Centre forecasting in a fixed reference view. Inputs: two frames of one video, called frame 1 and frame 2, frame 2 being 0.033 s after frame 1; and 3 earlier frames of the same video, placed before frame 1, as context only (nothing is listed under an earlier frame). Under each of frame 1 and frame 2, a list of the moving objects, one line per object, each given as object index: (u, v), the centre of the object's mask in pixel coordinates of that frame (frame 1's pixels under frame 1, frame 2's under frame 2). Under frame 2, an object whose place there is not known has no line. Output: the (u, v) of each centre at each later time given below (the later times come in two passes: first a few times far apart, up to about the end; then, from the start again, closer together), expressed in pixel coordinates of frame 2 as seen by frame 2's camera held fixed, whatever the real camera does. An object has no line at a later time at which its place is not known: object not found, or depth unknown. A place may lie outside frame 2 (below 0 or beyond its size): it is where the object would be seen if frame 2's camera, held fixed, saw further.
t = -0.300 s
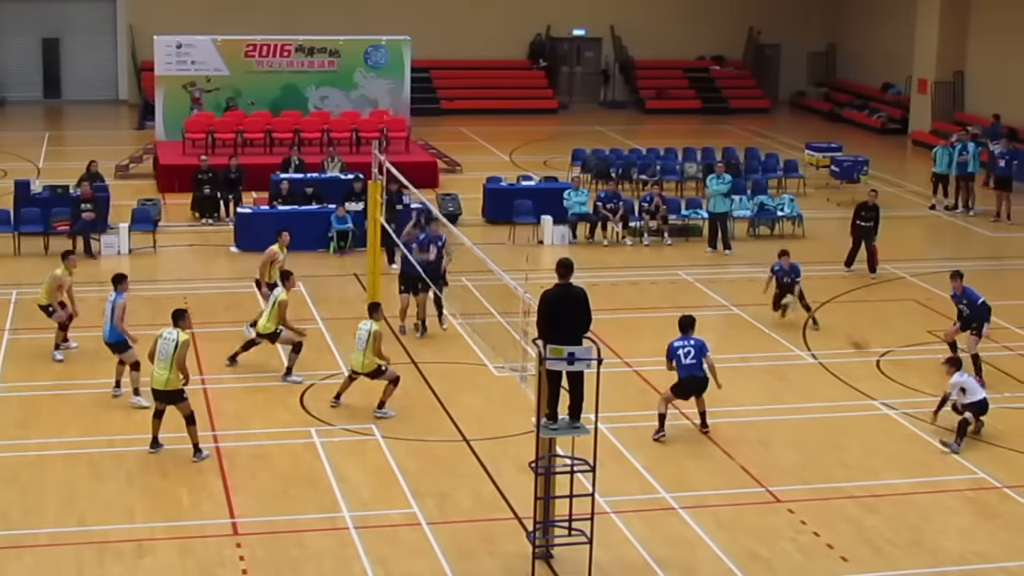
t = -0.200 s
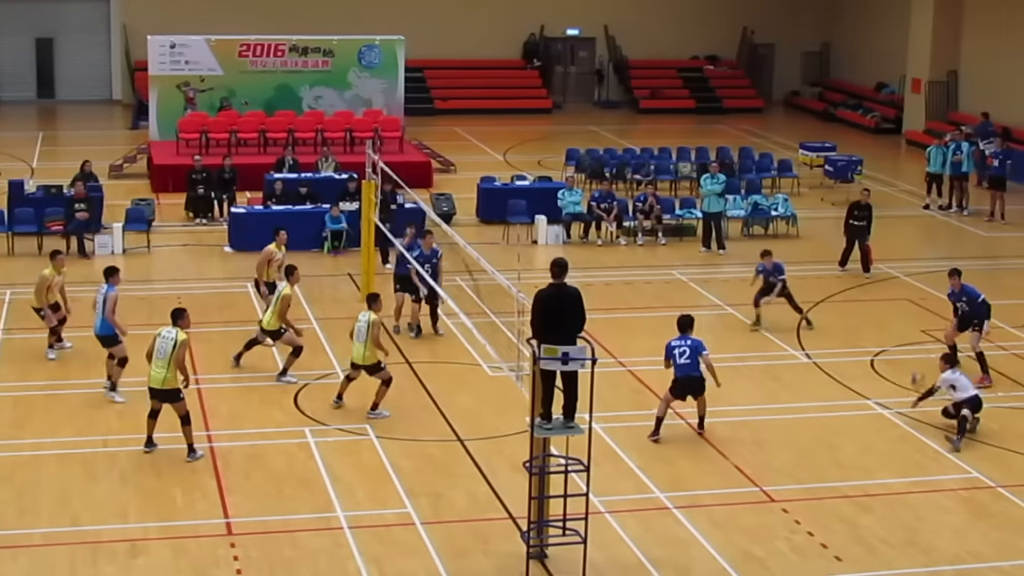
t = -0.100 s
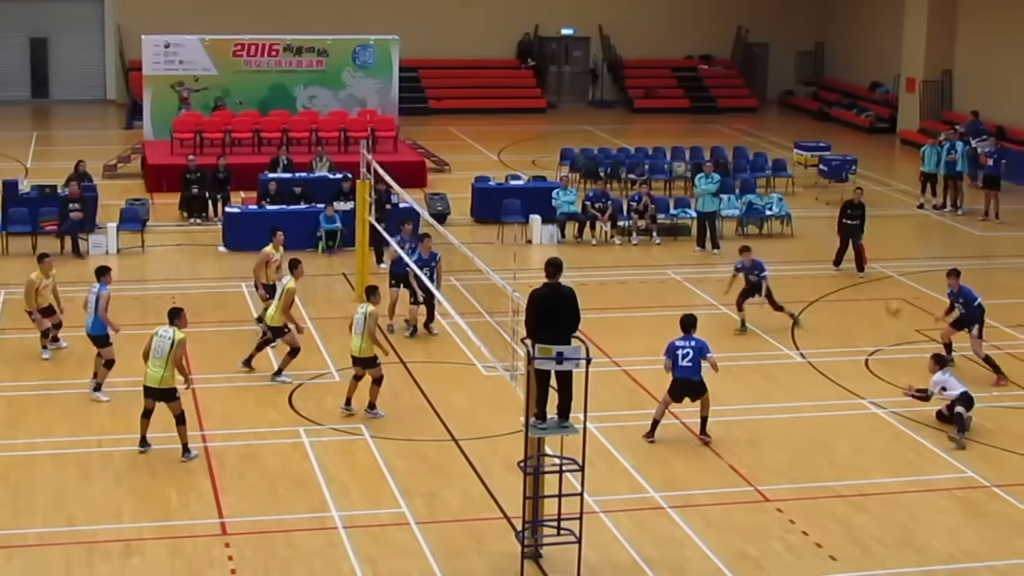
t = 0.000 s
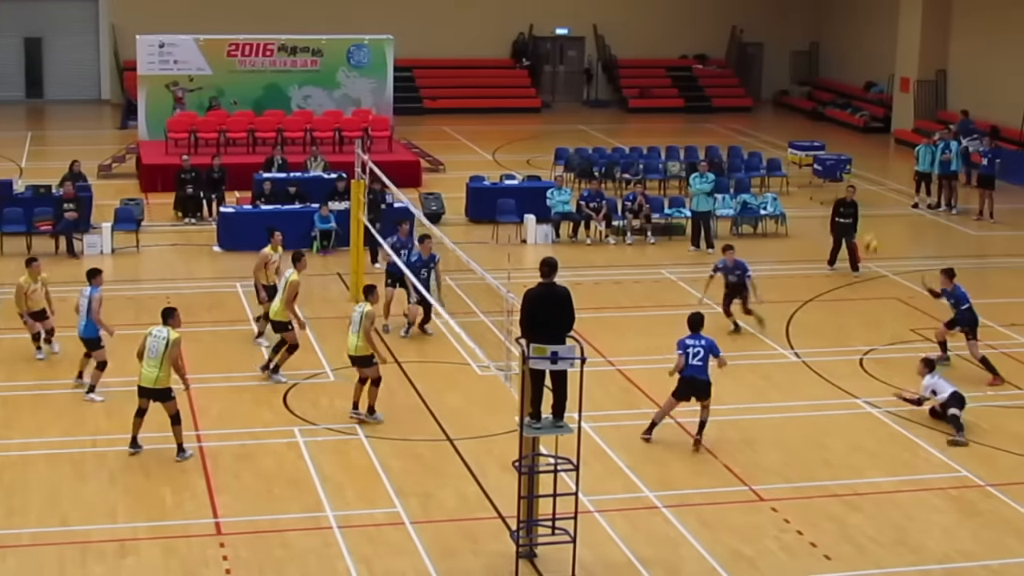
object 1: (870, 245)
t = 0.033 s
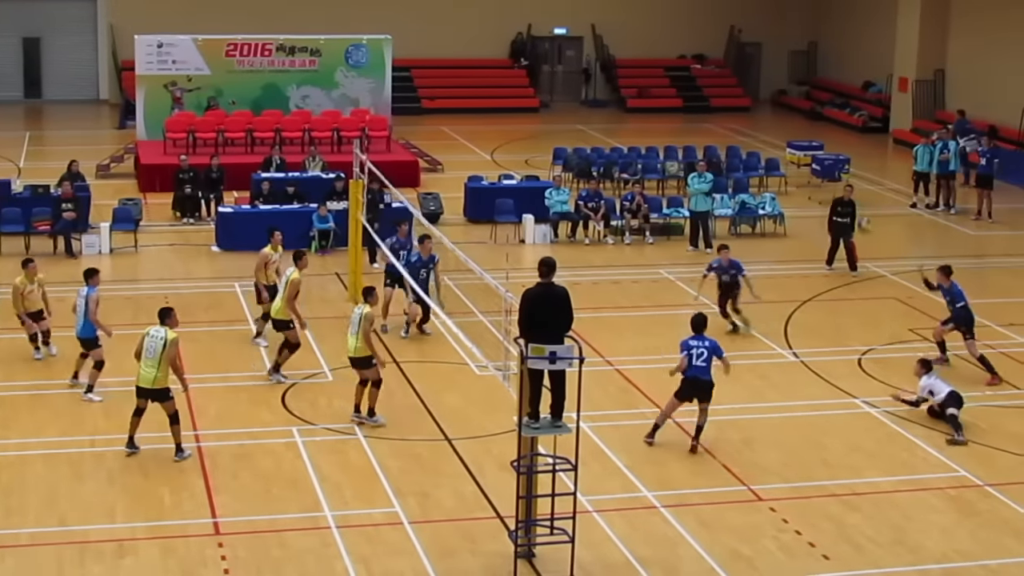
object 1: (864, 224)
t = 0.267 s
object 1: (823, 113)
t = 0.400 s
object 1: (800, 68)
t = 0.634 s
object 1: (761, 20)
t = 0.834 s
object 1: (727, 15)
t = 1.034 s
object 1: (692, 40)
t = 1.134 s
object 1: (675, 63)
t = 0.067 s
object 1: (857, 206)
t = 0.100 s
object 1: (852, 187)
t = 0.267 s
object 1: (823, 113)
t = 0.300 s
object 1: (816, 100)
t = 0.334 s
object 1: (811, 89)
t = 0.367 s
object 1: (806, 78)
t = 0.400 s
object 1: (800, 68)
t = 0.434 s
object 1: (795, 58)
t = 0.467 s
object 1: (790, 50)
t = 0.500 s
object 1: (784, 43)
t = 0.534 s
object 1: (778, 35)
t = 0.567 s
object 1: (772, 30)
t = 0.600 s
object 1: (767, 25)
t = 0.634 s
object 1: (761, 20)
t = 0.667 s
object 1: (756, 18)
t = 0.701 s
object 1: (750, 16)
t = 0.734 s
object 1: (744, 14)
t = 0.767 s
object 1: (738, 13)
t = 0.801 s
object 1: (733, 14)
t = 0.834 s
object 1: (727, 15)
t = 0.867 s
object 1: (721, 17)
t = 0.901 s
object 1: (715, 19)
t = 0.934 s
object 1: (710, 23)
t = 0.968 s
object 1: (703, 28)
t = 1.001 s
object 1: (697, 33)
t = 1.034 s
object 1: (692, 40)
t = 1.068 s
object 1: (687, 46)
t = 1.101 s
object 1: (680, 53)
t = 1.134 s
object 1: (675, 63)
